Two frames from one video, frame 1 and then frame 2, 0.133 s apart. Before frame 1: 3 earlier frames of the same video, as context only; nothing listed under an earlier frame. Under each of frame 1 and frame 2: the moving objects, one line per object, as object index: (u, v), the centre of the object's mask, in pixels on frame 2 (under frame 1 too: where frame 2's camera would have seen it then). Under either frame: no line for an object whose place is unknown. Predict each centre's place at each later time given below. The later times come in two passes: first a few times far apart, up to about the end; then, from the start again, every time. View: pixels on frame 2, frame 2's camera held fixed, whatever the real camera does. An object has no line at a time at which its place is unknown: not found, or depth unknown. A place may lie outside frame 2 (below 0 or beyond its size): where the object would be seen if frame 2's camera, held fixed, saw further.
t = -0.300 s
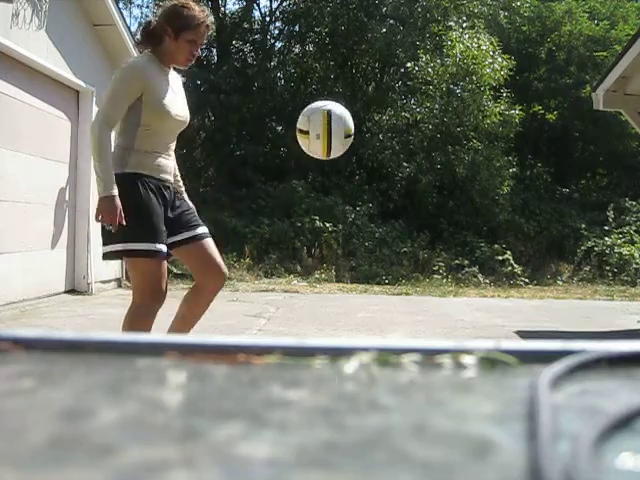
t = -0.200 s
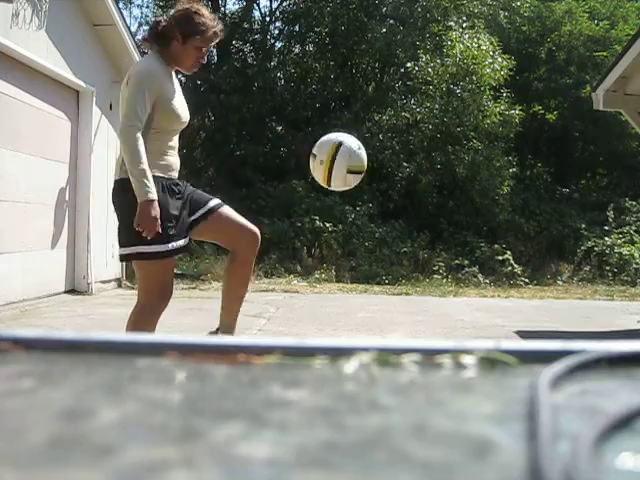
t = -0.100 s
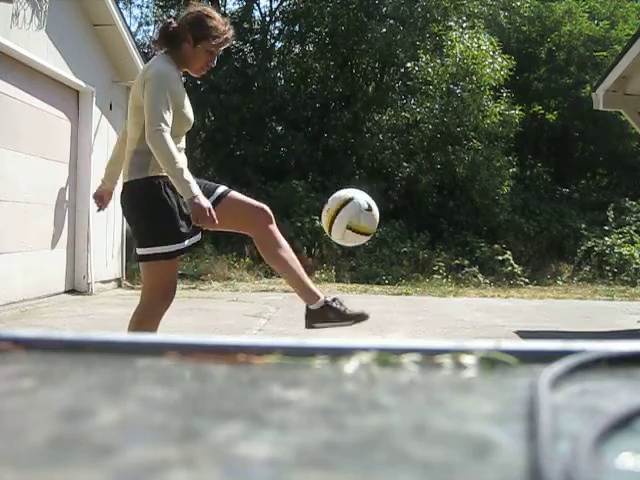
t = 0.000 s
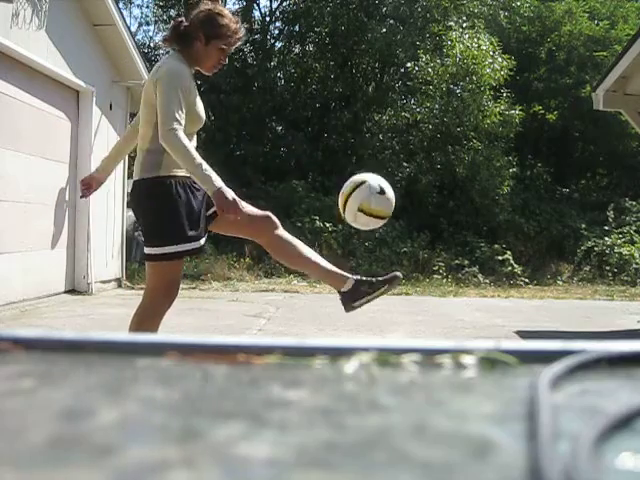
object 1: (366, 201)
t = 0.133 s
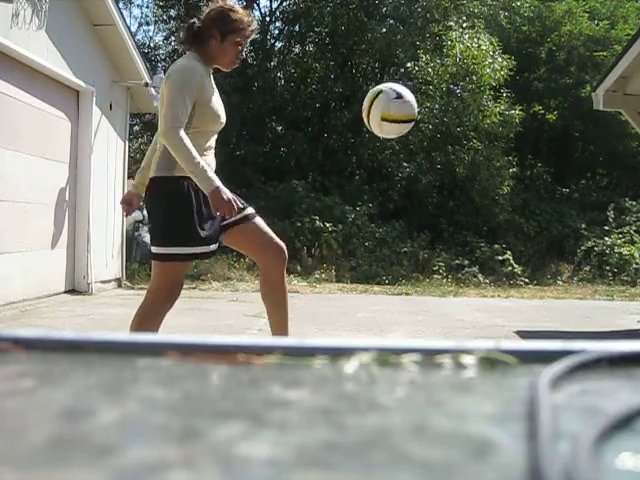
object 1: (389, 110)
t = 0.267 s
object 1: (410, 66)
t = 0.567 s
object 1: (450, 120)
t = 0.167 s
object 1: (395, 95)
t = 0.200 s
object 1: (400, 82)
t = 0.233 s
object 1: (405, 73)
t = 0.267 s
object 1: (410, 66)
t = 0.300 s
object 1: (415, 61)
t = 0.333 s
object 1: (420, 60)
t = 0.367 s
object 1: (424, 61)
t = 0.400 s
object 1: (429, 64)
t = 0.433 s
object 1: (433, 70)
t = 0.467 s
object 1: (438, 79)
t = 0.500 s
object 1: (442, 90)
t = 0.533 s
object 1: (446, 104)
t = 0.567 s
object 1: (450, 120)
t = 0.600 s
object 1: (454, 139)
